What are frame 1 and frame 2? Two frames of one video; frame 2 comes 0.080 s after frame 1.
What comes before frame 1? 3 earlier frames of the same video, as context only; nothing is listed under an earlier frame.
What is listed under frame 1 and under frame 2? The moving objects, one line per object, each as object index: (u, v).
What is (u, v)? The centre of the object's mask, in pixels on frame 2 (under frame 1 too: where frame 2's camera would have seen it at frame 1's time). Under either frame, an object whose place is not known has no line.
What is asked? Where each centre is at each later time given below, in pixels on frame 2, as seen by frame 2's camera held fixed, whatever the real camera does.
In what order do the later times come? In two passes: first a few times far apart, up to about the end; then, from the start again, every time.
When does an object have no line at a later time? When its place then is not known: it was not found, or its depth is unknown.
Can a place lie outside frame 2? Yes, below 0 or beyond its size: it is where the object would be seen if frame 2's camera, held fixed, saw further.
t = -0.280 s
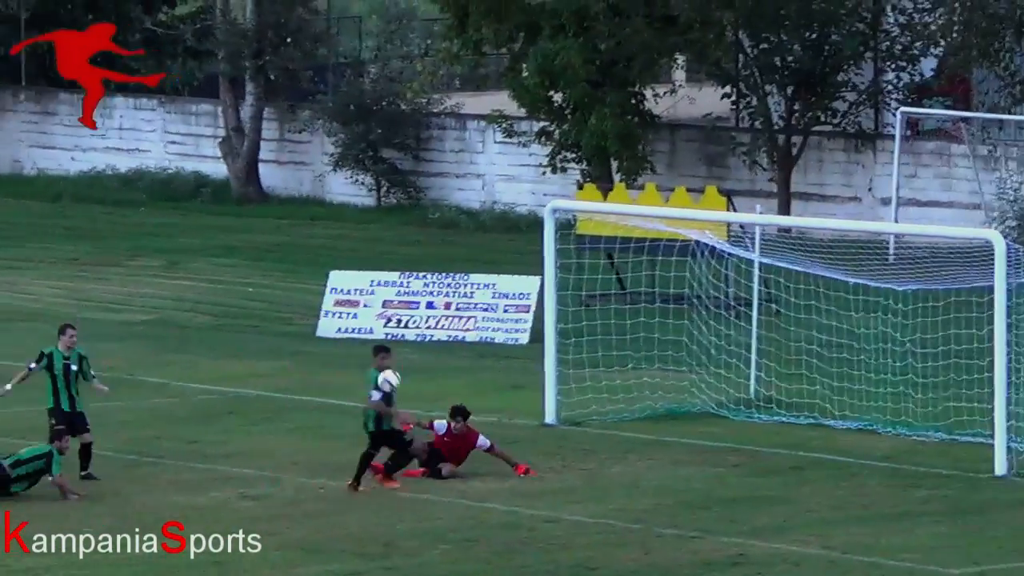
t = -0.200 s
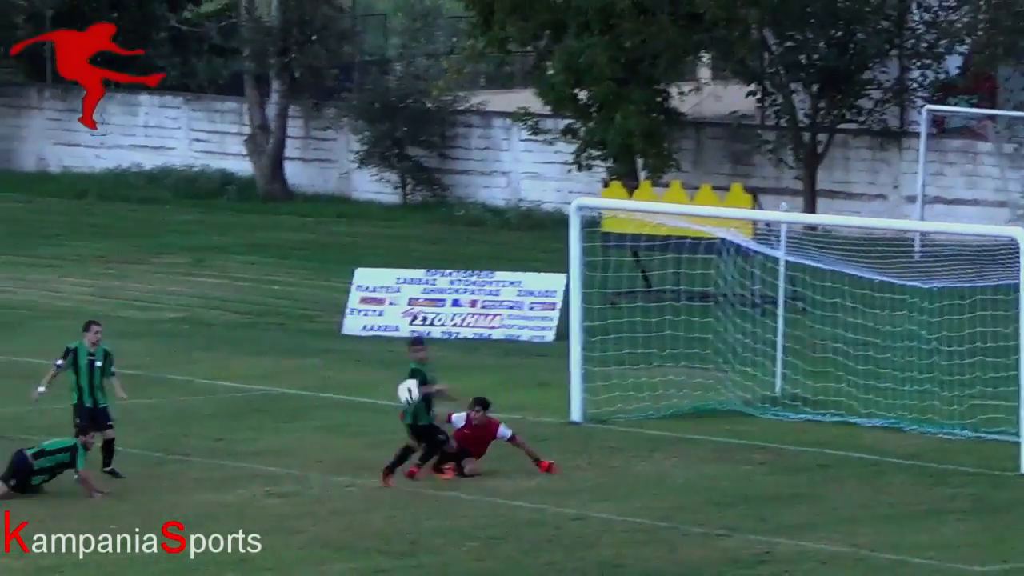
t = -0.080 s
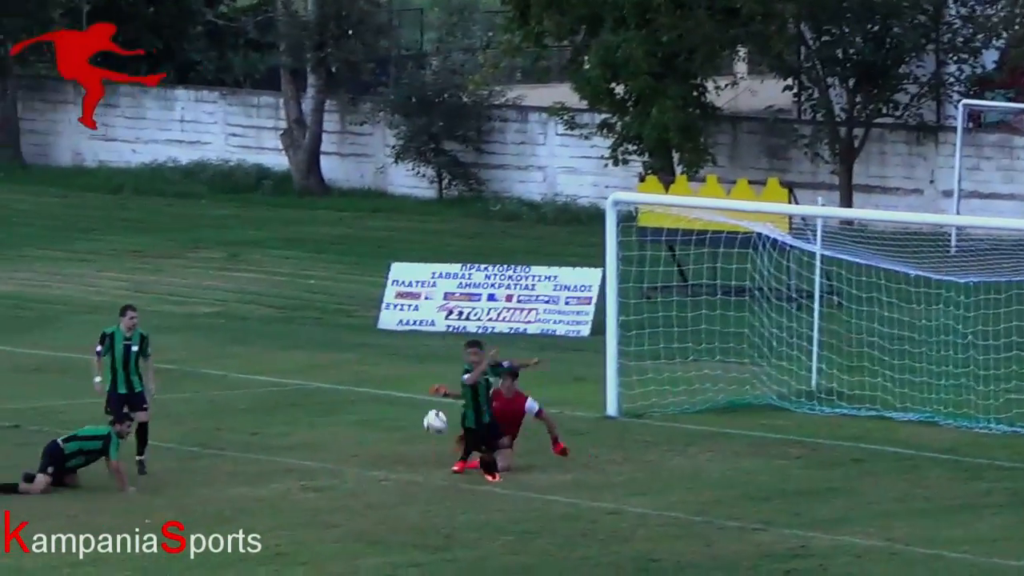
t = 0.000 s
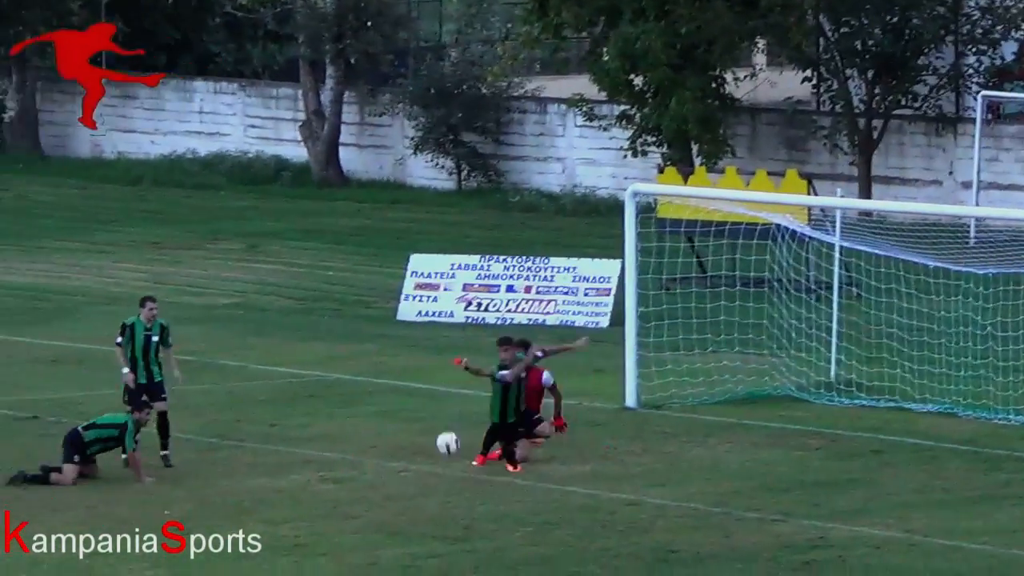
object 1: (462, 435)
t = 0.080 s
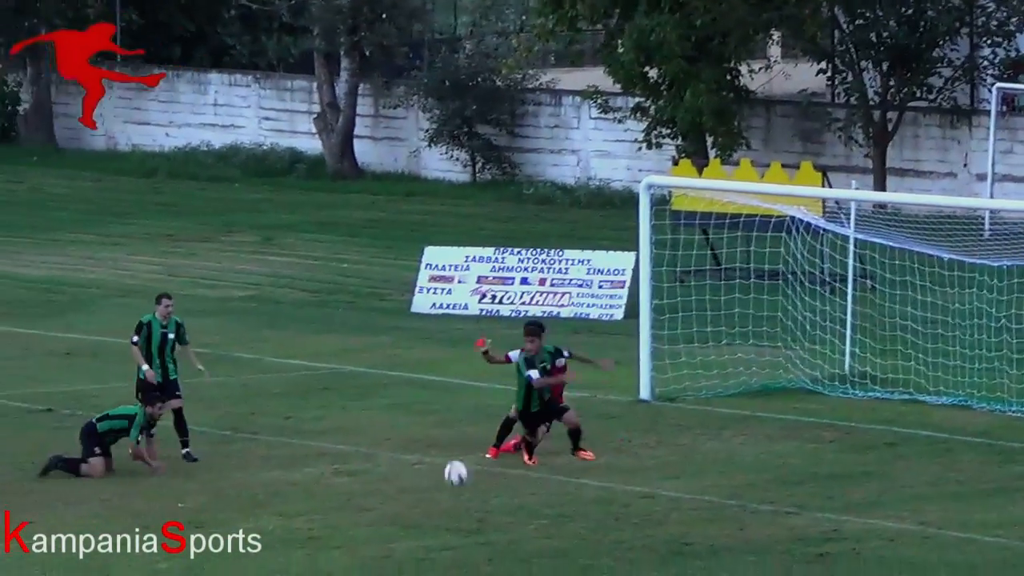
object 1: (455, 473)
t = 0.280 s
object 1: (436, 453)
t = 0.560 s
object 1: (409, 466)
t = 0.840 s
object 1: (382, 499)
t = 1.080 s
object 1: (359, 521)
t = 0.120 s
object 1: (453, 482)
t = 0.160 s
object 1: (448, 471)
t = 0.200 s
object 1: (444, 465)
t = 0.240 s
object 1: (440, 458)
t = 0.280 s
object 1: (436, 453)
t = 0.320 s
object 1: (433, 450)
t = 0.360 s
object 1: (429, 449)
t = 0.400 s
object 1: (424, 449)
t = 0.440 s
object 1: (422, 450)
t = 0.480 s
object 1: (417, 454)
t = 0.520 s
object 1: (413, 460)
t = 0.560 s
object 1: (409, 466)
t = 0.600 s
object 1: (405, 475)
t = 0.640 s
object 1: (401, 485)
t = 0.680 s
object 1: (398, 496)
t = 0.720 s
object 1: (394, 508)
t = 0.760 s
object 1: (390, 503)
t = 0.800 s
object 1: (386, 500)
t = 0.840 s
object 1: (382, 499)
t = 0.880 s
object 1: (379, 499)
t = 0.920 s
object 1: (375, 501)
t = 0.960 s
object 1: (371, 505)
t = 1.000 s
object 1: (367, 510)
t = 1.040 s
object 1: (363, 518)
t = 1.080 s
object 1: (359, 521)
